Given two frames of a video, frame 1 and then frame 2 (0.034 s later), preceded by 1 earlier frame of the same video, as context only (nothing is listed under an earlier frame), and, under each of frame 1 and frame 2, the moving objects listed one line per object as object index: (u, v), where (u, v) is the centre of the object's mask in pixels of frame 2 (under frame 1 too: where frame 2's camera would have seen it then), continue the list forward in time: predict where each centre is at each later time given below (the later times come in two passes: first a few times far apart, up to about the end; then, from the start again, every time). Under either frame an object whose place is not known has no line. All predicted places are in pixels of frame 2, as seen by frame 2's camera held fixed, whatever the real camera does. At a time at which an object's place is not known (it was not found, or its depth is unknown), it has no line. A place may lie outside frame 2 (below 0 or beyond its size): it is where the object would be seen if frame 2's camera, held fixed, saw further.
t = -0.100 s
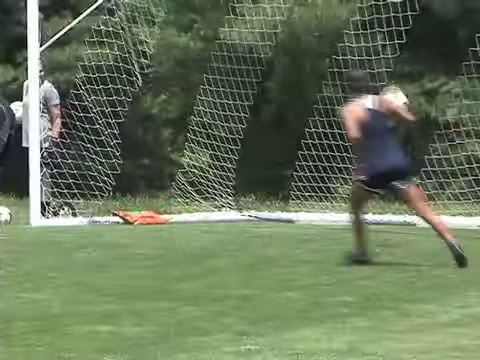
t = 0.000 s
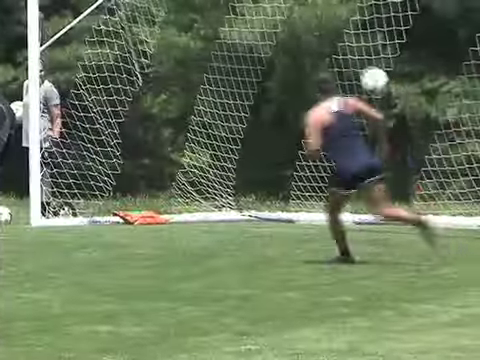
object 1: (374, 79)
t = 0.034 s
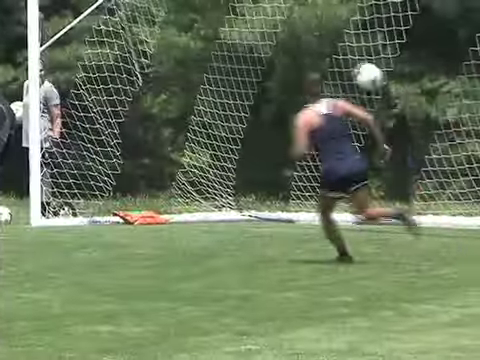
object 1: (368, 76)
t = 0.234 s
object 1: (331, 72)
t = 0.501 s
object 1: (287, 127)
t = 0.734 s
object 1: (258, 205)
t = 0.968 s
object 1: (257, 184)
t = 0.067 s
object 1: (361, 72)
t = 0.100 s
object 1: (356, 70)
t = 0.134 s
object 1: (349, 68)
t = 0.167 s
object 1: (342, 68)
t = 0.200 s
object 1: (337, 69)
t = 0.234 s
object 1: (331, 72)
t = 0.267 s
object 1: (325, 75)
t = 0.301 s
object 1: (320, 80)
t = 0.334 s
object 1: (313, 85)
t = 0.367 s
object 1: (308, 91)
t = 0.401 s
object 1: (303, 99)
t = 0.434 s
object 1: (296, 108)
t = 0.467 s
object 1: (292, 116)
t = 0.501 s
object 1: (287, 127)
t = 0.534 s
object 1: (282, 138)
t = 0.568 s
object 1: (277, 150)
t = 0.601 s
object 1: (272, 161)
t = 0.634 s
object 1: (268, 174)
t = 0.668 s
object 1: (265, 184)
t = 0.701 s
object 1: (261, 195)
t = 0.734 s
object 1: (258, 205)
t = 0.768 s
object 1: (258, 212)
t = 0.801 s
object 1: (258, 206)
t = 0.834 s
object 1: (257, 199)
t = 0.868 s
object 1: (257, 193)
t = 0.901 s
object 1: (258, 190)
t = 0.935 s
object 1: (258, 186)
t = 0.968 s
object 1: (257, 184)
